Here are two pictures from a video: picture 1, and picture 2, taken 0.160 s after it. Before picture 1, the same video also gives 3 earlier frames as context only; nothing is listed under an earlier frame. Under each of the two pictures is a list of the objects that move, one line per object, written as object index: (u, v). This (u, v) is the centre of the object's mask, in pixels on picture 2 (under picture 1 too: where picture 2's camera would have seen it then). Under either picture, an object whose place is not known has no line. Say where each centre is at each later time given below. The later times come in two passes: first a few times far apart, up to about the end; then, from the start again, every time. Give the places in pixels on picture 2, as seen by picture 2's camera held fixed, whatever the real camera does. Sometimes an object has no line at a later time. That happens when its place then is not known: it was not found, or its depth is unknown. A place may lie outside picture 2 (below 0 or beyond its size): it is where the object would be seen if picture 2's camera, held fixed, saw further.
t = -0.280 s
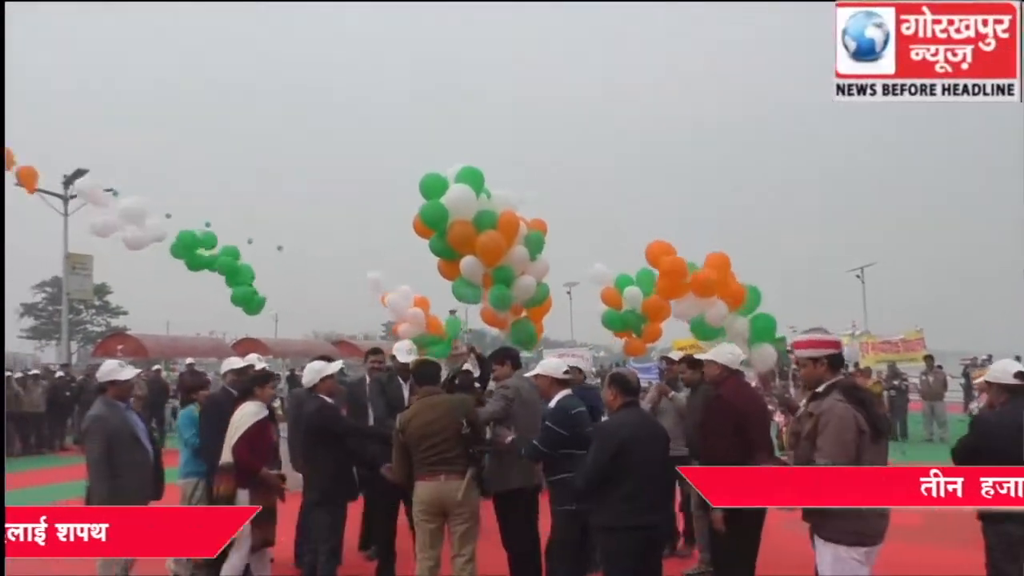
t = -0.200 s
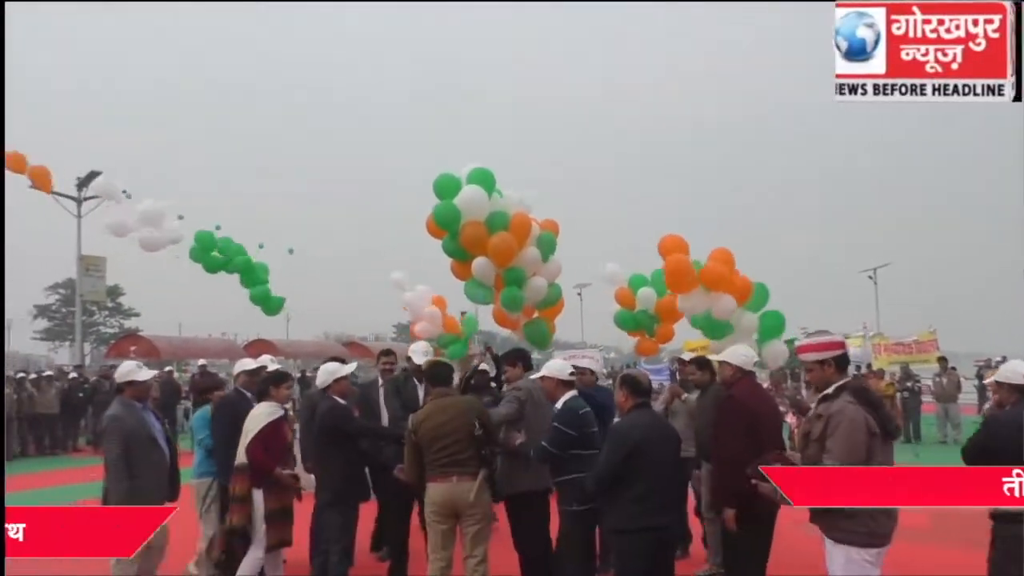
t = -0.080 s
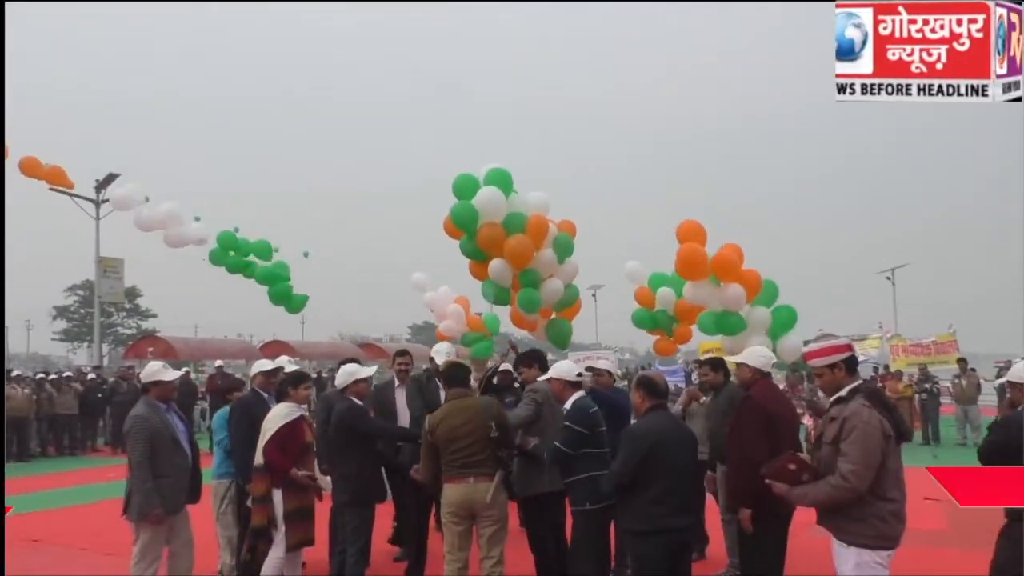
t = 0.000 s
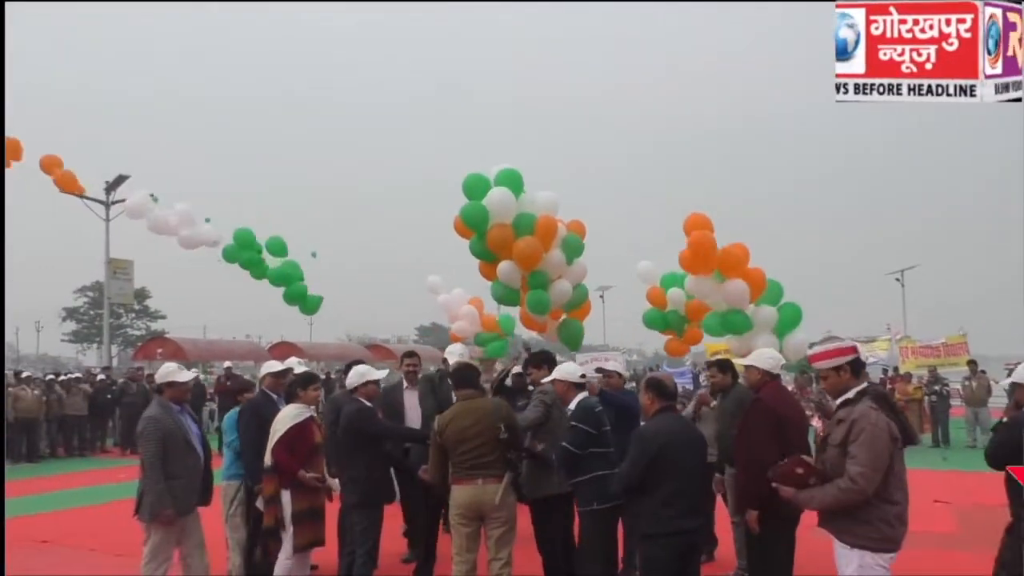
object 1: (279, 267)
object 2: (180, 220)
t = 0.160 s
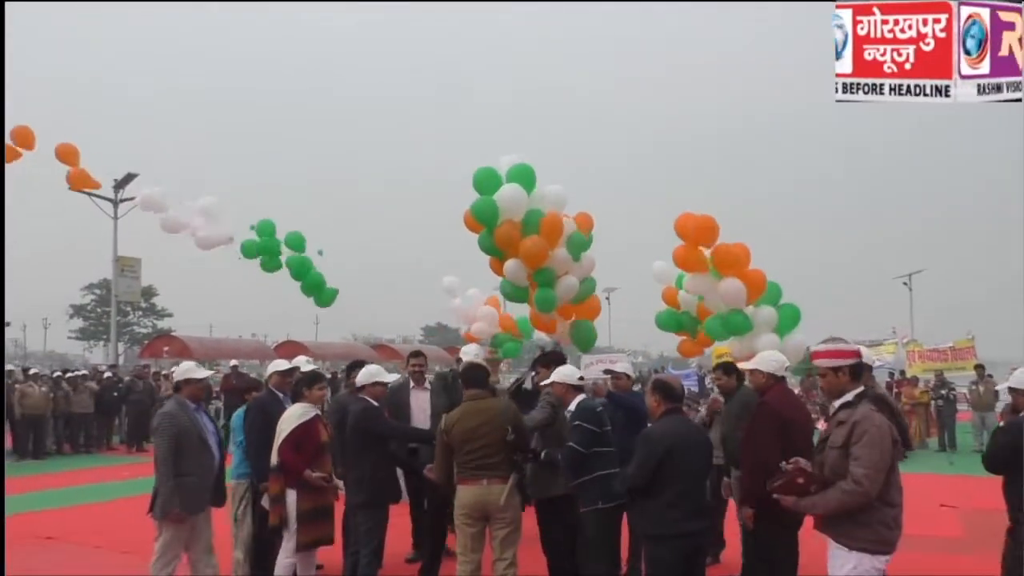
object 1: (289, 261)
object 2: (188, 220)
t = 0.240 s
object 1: (293, 257)
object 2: (194, 217)
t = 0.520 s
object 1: (309, 243)
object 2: (202, 214)
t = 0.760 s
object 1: (327, 226)
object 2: (213, 198)
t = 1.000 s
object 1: (340, 208)
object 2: (227, 175)
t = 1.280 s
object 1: (354, 198)
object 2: (241, 163)
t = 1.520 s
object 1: (359, 185)
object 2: (252, 142)
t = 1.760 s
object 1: (360, 171)
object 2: (256, 122)
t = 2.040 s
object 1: (365, 155)
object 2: (256, 103)
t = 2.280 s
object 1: (367, 136)
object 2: (254, 85)
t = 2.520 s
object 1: (373, 134)
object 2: (256, 75)
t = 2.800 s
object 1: (387, 130)
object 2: (263, 68)
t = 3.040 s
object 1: (389, 126)
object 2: (273, 65)
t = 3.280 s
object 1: (385, 122)
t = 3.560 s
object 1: (382, 118)
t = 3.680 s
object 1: (384, 117)
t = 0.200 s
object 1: (290, 259)
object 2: (191, 218)
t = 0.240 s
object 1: (293, 257)
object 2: (194, 217)
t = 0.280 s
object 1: (296, 254)
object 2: (196, 217)
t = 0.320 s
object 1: (300, 251)
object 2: (198, 215)
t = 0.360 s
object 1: (304, 251)
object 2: (199, 215)
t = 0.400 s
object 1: (305, 253)
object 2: (199, 215)
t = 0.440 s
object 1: (306, 248)
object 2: (200, 215)
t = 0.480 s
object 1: (306, 246)
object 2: (201, 215)
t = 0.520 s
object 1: (309, 243)
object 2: (202, 214)
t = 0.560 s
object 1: (312, 241)
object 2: (202, 213)
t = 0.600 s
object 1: (315, 239)
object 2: (205, 211)
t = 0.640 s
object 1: (318, 235)
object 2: (206, 209)
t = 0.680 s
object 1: (321, 232)
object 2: (208, 206)
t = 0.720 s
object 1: (324, 229)
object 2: (212, 202)
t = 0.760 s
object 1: (327, 226)
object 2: (213, 198)
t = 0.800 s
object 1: (328, 222)
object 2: (216, 194)
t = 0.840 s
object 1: (330, 219)
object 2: (218, 190)
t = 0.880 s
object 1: (333, 216)
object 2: (221, 186)
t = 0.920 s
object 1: (336, 213)
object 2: (224, 183)
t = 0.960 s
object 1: (337, 211)
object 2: (226, 179)
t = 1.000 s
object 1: (340, 208)
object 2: (227, 175)
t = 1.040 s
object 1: (342, 206)
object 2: (229, 172)
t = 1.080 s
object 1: (343, 204)
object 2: (231, 171)
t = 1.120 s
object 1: (347, 201)
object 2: (234, 170)
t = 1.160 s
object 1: (348, 201)
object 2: (235, 168)
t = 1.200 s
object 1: (351, 199)
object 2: (238, 167)
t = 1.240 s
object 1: (353, 199)
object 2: (239, 165)
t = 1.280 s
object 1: (354, 198)
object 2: (241, 163)
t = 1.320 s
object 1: (356, 196)
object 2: (243, 161)
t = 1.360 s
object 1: (357, 195)
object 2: (244, 158)
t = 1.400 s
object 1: (357, 193)
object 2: (247, 154)
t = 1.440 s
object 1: (358, 190)
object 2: (248, 150)
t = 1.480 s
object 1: (358, 188)
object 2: (249, 146)
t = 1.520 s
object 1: (359, 185)
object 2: (252, 142)
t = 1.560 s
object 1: (359, 183)
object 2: (254, 139)
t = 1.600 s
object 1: (359, 181)
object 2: (256, 137)
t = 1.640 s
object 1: (360, 179)
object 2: (257, 133)
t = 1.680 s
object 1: (361, 177)
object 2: (257, 129)
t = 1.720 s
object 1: (361, 175)
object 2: (257, 125)
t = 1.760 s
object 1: (360, 171)
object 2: (256, 122)
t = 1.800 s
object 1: (360, 168)
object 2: (256, 120)
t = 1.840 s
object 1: (361, 167)
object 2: (255, 117)
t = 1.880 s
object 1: (363, 165)
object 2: (254, 114)
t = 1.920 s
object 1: (364, 163)
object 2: (254, 111)
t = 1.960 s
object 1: (366, 160)
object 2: (254, 108)
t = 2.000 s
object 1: (365, 157)
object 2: (253, 106)
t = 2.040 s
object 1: (365, 155)
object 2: (256, 103)
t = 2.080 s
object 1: (365, 151)
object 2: (255, 99)
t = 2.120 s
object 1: (364, 149)
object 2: (255, 96)
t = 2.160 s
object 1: (363, 146)
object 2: (254, 92)
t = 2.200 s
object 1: (363, 142)
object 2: (255, 90)
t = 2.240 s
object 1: (364, 138)
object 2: (254, 87)
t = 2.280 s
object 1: (367, 136)
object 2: (254, 85)
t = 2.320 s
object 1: (365, 137)
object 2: (253, 84)
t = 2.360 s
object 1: (370, 134)
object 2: (252, 82)
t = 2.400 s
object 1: (367, 136)
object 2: (253, 79)
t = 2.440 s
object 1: (369, 135)
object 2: (253, 78)
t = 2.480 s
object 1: (370, 135)
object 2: (254, 76)
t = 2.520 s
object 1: (373, 134)
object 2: (256, 75)
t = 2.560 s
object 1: (374, 134)
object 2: (257, 73)
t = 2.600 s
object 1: (375, 133)
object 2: (258, 72)
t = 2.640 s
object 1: (376, 133)
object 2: (259, 70)
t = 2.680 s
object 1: (383, 130)
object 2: (260, 69)
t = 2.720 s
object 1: (377, 132)
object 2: (261, 68)
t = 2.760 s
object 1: (378, 131)
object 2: (262, 68)
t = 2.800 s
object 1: (387, 130)
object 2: (263, 68)
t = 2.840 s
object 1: (386, 130)
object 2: (264, 68)
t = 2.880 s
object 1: (388, 130)
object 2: (266, 69)
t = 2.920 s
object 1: (389, 129)
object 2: (268, 69)
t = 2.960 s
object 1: (388, 127)
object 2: (271, 69)
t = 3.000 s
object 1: (389, 126)
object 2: (274, 67)
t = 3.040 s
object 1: (389, 126)
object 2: (273, 65)
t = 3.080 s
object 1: (387, 124)
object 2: (273, 63)
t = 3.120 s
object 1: (387, 123)
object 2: (275, 61)
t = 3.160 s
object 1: (385, 121)
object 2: (275, 59)
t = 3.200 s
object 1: (384, 121)
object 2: (276, 58)
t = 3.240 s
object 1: (385, 121)
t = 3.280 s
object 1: (385, 122)
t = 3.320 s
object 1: (385, 122)
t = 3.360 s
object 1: (385, 121)
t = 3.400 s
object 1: (384, 121)
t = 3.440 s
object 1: (384, 120)
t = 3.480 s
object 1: (384, 119)
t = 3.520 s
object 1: (383, 118)
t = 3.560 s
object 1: (382, 118)
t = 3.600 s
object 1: (382, 116)
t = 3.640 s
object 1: (380, 117)
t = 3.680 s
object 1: (384, 117)
